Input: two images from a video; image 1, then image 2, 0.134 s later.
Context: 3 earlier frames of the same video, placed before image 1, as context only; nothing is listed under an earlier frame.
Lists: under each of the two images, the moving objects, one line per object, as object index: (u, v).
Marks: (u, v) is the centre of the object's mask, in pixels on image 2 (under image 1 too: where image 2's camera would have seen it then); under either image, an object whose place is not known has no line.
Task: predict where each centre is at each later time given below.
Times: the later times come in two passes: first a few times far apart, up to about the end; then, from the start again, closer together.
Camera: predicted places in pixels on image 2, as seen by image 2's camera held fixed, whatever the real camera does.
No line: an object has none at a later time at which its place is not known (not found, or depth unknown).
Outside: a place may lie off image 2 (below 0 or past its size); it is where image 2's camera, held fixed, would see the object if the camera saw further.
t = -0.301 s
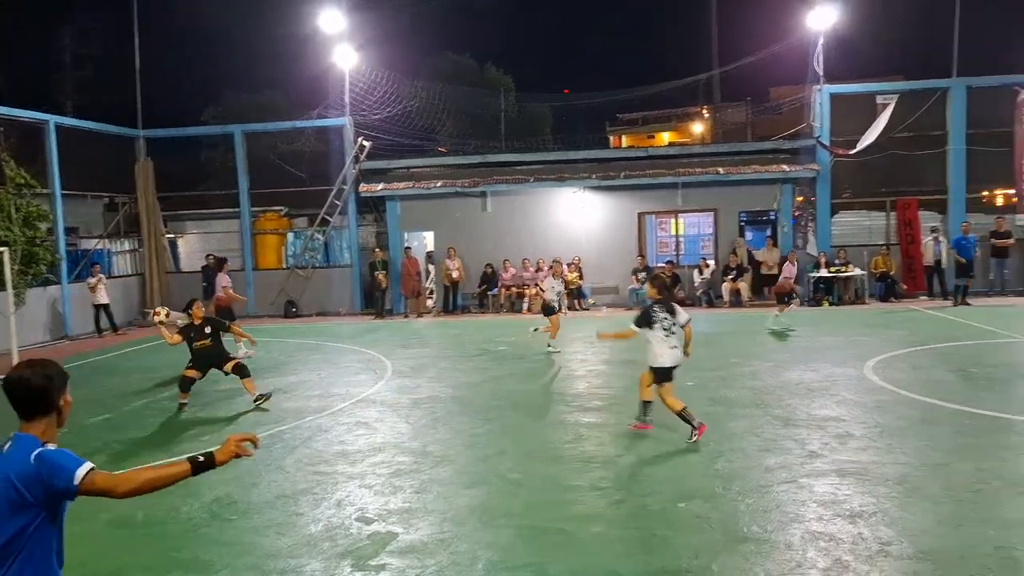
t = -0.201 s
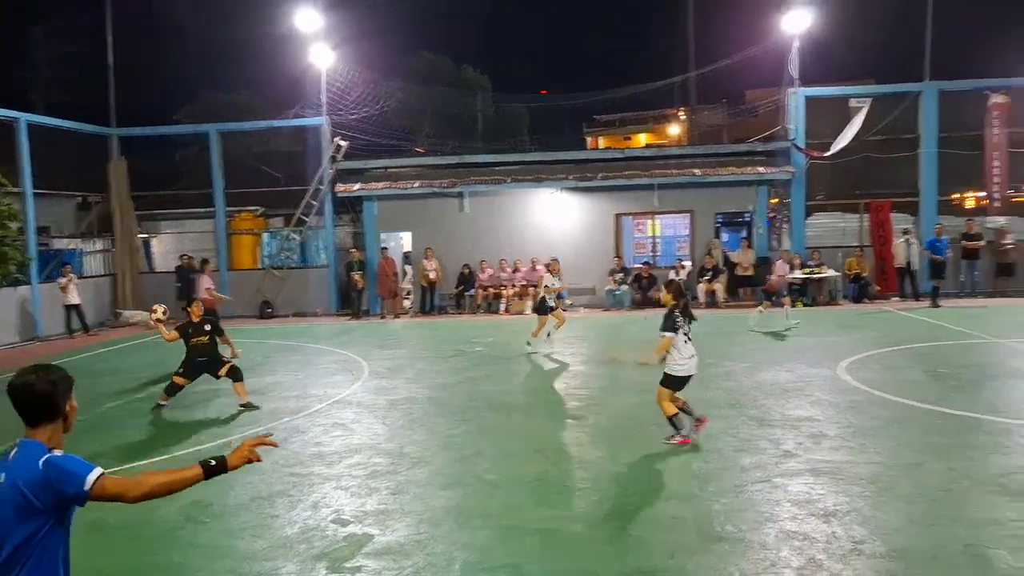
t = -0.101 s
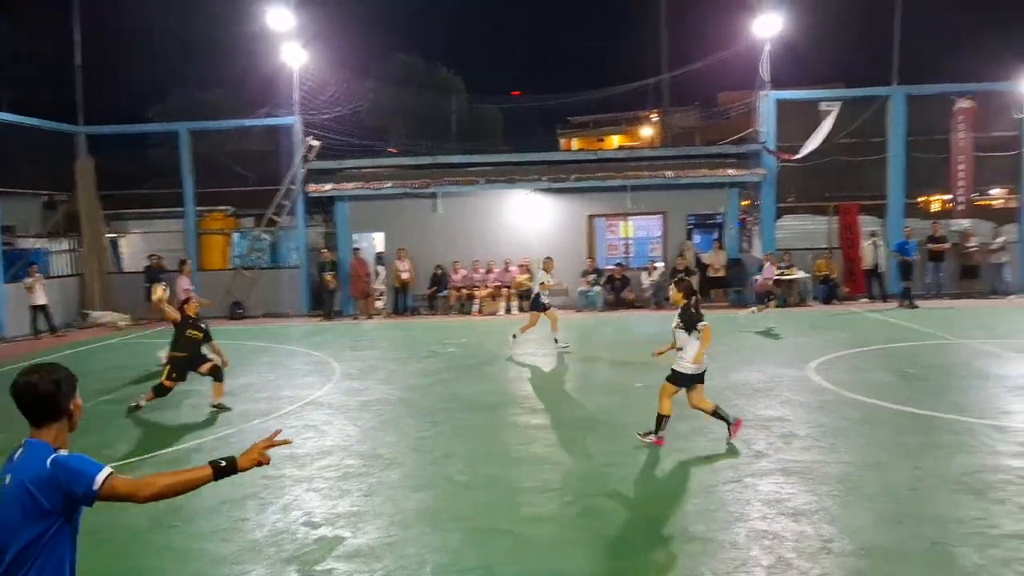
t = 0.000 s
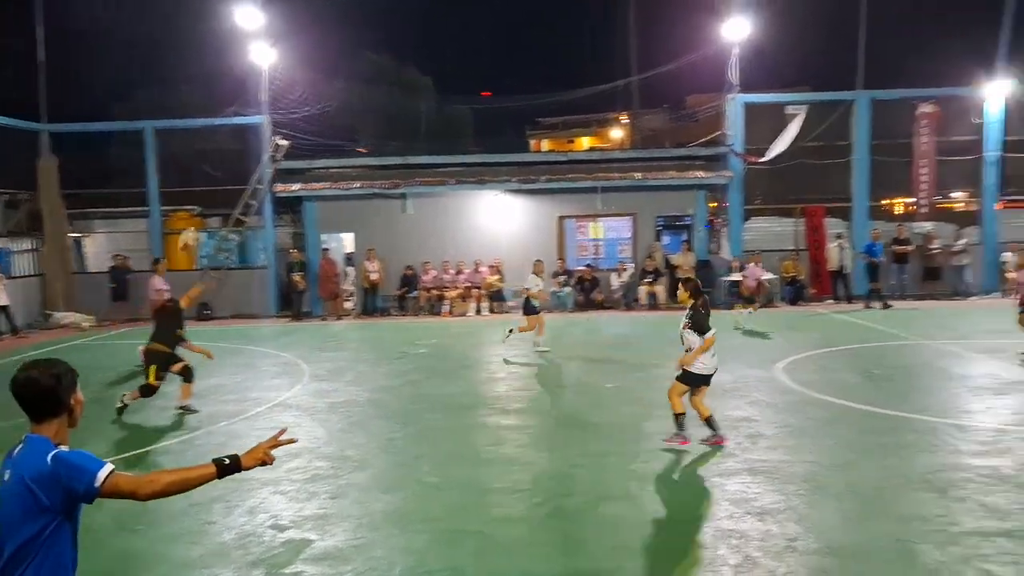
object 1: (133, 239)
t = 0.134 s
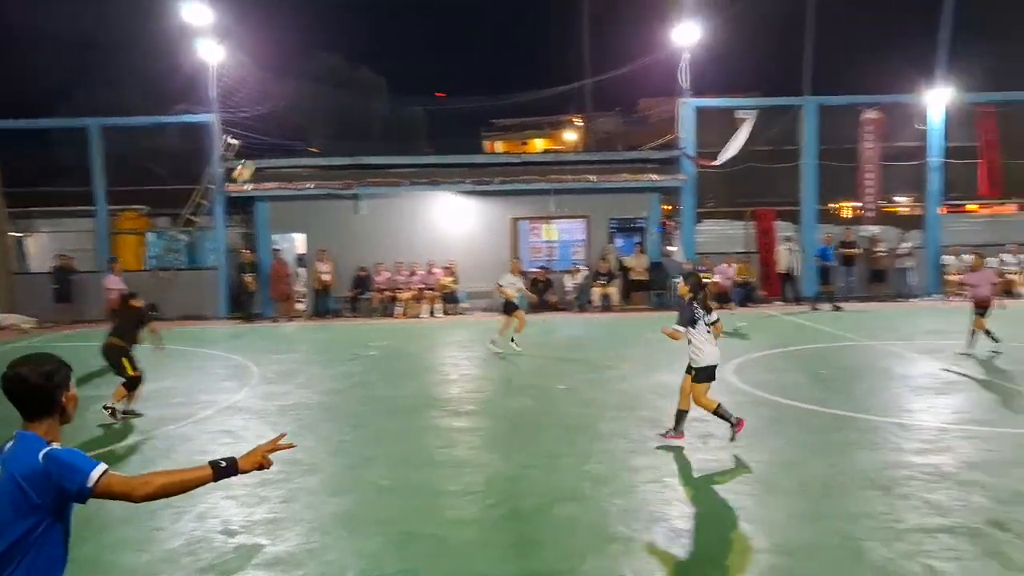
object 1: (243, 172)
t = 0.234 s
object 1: (327, 129)
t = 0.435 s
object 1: (497, 69)
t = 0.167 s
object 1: (272, 156)
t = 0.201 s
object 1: (300, 142)
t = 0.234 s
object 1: (327, 129)
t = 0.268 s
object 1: (356, 116)
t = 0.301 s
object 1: (384, 105)
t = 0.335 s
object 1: (412, 95)
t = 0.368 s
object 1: (441, 86)
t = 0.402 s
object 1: (470, 76)
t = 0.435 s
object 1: (497, 69)
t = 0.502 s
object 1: (556, 55)
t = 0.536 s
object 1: (585, 51)
